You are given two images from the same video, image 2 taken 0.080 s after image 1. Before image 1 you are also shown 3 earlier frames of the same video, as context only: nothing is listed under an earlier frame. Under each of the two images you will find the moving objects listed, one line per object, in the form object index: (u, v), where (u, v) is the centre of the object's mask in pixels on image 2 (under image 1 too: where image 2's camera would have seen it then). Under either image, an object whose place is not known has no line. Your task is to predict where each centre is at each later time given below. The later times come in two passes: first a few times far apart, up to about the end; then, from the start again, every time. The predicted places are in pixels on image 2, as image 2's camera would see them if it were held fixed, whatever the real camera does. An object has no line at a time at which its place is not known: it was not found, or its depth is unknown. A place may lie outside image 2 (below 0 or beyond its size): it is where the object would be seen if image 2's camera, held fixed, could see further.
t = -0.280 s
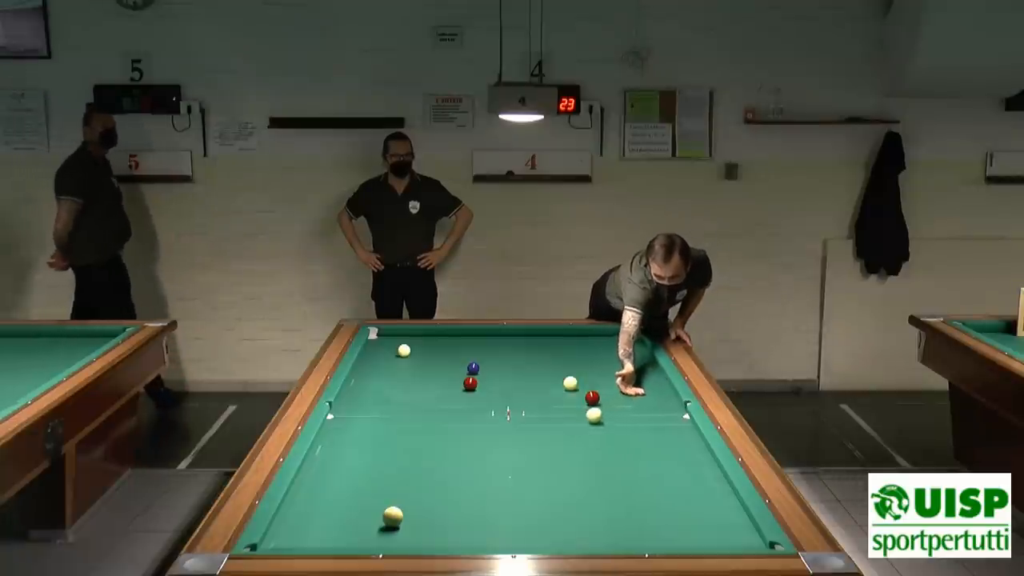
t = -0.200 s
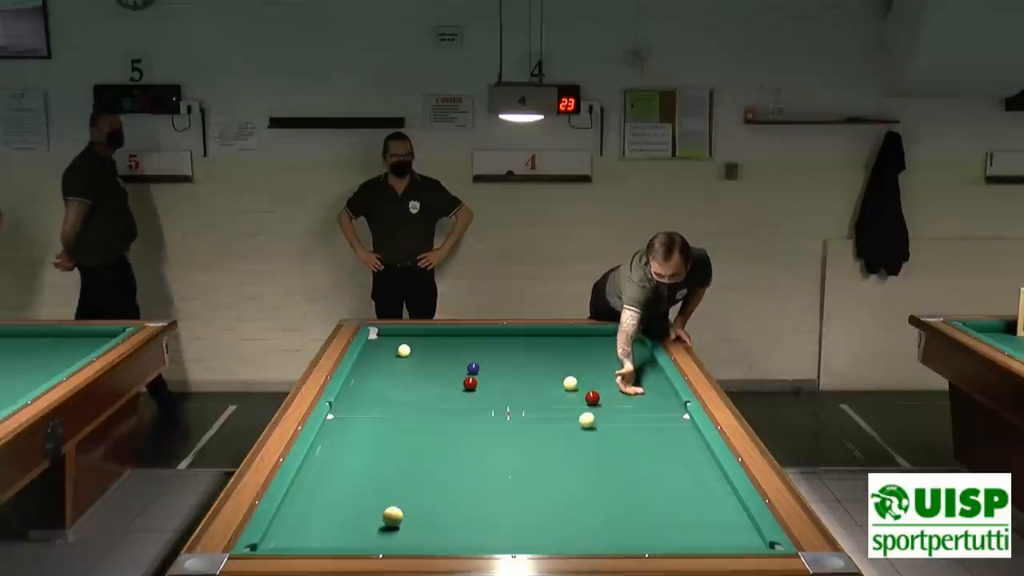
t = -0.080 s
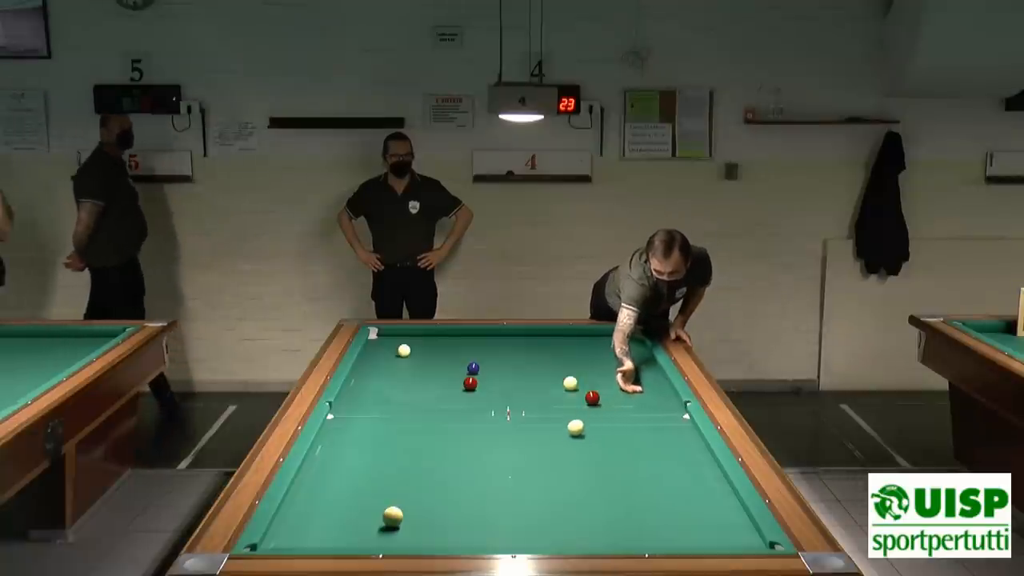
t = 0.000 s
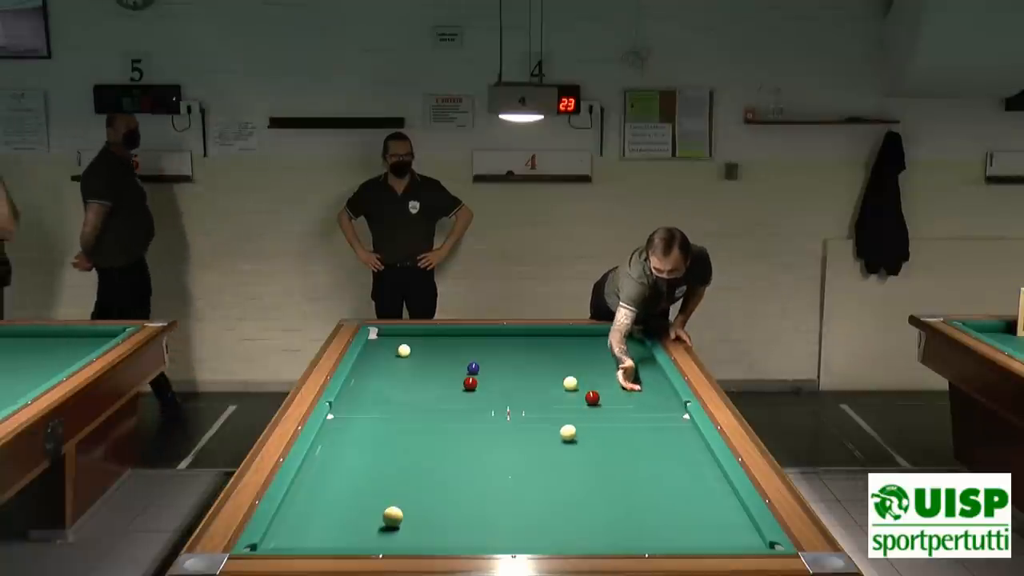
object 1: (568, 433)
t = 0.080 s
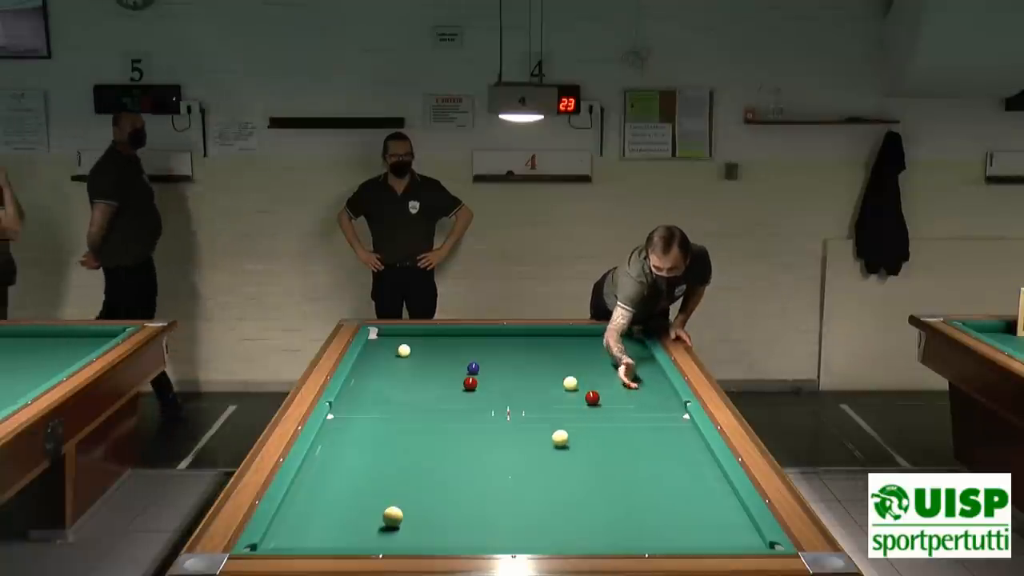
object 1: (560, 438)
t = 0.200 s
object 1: (547, 447)
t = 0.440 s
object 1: (521, 464)
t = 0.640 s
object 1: (498, 480)
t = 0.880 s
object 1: (467, 500)
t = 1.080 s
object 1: (440, 519)
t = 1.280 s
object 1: (409, 537)
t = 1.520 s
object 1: (382, 539)
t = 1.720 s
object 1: (369, 530)
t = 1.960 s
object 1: (354, 516)
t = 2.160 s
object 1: (342, 506)
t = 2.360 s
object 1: (331, 496)
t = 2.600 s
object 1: (319, 485)
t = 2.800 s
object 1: (310, 476)
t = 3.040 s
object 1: (315, 467)
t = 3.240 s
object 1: (325, 461)
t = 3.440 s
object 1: (334, 455)
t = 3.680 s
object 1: (344, 448)
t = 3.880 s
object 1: (352, 442)
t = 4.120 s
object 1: (361, 436)
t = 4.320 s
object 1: (368, 432)
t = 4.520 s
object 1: (375, 427)
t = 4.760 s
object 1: (383, 422)
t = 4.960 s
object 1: (389, 418)
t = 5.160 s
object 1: (394, 414)
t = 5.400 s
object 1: (400, 410)
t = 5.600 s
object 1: (405, 407)
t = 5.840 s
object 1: (411, 403)
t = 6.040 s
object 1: (416, 400)
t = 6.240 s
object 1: (420, 398)
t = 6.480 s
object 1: (424, 395)
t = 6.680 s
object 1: (428, 392)
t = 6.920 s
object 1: (431, 390)
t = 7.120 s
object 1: (434, 388)
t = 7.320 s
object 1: (437, 386)
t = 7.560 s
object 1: (440, 384)
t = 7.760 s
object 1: (442, 382)
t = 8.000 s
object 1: (444, 381)
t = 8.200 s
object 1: (446, 379)
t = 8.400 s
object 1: (448, 378)
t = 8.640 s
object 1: (449, 377)
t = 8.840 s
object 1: (450, 377)
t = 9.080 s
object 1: (451, 376)
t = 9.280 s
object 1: (452, 375)
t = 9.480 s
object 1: (453, 374)
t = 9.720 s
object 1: (454, 374)
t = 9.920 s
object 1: (454, 373)
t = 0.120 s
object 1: (556, 441)
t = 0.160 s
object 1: (552, 443)
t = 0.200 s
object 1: (547, 447)
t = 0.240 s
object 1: (543, 449)
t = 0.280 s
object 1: (539, 452)
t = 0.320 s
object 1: (535, 455)
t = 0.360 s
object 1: (530, 458)
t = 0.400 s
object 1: (526, 461)
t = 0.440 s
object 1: (521, 464)
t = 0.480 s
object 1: (517, 467)
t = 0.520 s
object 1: (512, 471)
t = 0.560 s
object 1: (508, 473)
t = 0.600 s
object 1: (503, 477)
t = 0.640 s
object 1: (498, 480)
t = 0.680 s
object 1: (493, 483)
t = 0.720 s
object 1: (488, 487)
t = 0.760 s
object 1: (483, 490)
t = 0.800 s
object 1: (478, 494)
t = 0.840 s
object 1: (473, 497)
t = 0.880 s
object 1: (467, 500)
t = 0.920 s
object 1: (462, 504)
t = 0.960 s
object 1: (457, 508)
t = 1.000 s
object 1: (451, 511)
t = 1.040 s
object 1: (445, 515)
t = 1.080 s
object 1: (440, 519)
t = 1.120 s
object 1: (433, 523)
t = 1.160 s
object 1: (428, 527)
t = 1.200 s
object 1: (422, 531)
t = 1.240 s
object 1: (416, 534)
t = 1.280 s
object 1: (409, 537)
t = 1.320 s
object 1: (403, 539)
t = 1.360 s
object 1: (397, 542)
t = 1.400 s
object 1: (391, 545)
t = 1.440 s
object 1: (388, 543)
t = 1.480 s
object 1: (385, 541)
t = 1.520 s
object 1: (382, 539)
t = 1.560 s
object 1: (379, 538)
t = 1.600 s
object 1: (376, 536)
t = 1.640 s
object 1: (374, 535)
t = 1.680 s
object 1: (371, 532)
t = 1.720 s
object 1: (369, 530)
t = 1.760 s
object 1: (366, 528)
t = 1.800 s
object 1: (363, 525)
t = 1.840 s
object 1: (361, 523)
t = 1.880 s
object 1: (358, 521)
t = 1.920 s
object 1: (356, 518)
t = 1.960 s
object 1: (354, 516)
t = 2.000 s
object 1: (351, 514)
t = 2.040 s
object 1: (349, 512)
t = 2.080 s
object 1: (346, 510)
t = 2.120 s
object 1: (344, 508)
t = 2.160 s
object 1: (342, 506)
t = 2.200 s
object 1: (340, 504)
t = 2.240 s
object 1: (338, 502)
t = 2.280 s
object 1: (335, 500)
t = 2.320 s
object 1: (333, 498)
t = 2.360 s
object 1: (331, 496)
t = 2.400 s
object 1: (329, 494)
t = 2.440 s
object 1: (327, 492)
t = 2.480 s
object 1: (325, 490)
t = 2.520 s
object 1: (323, 488)
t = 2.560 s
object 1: (321, 486)
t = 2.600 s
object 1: (319, 485)
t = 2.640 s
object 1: (317, 483)
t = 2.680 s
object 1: (315, 481)
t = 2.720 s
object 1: (313, 479)
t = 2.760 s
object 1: (311, 478)
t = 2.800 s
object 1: (310, 476)
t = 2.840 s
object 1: (308, 474)
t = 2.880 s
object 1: (307, 473)
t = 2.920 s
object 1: (310, 472)
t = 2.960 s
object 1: (311, 470)
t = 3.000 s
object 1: (314, 469)
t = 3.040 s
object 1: (315, 467)
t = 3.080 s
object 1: (318, 466)
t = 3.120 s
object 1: (319, 465)
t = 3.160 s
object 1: (321, 463)
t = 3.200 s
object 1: (323, 462)
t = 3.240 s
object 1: (325, 461)
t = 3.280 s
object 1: (327, 460)
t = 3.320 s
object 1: (329, 458)
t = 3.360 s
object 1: (331, 457)
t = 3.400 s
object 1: (333, 456)
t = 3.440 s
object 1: (334, 455)
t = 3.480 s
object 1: (336, 453)
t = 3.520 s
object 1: (338, 452)
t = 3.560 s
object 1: (340, 451)
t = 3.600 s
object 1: (341, 450)
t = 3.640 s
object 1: (343, 449)
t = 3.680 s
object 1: (344, 448)
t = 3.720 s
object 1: (346, 447)
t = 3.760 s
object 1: (348, 446)
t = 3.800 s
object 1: (349, 445)
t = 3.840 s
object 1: (351, 444)
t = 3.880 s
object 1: (352, 442)
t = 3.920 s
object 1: (354, 441)
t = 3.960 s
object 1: (355, 440)
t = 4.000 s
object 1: (357, 439)
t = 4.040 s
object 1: (358, 438)
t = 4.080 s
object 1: (360, 437)
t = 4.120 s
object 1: (361, 436)
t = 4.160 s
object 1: (363, 435)
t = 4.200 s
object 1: (364, 434)
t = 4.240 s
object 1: (366, 433)
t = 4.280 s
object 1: (367, 433)
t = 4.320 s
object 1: (368, 432)
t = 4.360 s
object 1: (370, 431)
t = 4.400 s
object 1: (371, 430)
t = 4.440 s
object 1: (372, 429)
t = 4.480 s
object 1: (374, 428)
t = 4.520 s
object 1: (375, 427)
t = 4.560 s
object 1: (376, 426)
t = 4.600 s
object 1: (378, 425)
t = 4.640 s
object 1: (379, 425)
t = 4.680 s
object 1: (380, 424)
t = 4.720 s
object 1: (381, 423)
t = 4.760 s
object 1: (383, 422)
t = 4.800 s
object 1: (384, 421)
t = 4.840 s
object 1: (385, 420)
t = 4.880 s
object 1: (386, 420)
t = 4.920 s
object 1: (387, 419)
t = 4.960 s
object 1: (389, 418)
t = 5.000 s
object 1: (390, 417)
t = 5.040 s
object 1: (391, 417)
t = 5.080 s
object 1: (392, 416)
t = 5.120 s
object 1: (393, 415)
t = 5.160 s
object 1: (394, 414)
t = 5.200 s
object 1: (395, 413)
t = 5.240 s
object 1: (396, 413)
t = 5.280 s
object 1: (397, 412)
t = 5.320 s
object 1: (398, 411)
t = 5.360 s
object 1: (399, 411)
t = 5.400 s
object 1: (400, 410)
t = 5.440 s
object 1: (402, 409)
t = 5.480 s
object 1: (403, 409)
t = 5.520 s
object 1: (404, 408)
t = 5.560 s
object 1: (404, 407)
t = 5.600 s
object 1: (405, 407)
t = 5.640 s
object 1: (406, 406)
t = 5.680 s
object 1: (407, 405)
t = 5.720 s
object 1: (408, 405)
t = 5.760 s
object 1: (409, 404)
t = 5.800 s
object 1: (410, 404)
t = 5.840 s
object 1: (411, 403)
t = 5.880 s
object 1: (412, 402)
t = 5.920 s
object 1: (413, 402)
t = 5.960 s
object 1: (414, 401)
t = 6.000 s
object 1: (415, 401)
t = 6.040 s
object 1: (416, 400)
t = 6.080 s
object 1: (416, 400)
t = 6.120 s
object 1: (417, 399)
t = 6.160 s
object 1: (418, 399)
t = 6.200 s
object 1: (419, 398)
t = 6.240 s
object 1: (420, 398)
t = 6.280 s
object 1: (420, 397)
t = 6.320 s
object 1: (421, 396)
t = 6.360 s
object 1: (422, 396)
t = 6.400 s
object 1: (423, 396)
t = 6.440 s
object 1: (423, 395)
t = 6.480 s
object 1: (424, 395)
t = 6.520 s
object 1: (425, 394)
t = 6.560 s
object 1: (426, 394)
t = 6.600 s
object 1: (426, 393)
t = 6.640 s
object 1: (427, 392)
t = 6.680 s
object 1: (428, 392)
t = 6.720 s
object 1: (428, 392)
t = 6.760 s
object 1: (429, 391)
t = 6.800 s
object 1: (430, 391)
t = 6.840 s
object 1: (430, 390)
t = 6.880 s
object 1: (431, 390)
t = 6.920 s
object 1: (431, 390)
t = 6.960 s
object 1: (432, 389)
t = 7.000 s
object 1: (432, 389)
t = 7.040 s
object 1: (433, 388)
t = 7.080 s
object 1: (434, 388)
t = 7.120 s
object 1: (434, 388)
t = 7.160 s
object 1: (435, 387)
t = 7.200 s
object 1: (435, 387)
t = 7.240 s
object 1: (436, 387)
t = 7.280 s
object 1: (437, 386)
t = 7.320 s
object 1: (437, 386)
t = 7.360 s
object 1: (437, 386)
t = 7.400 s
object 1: (438, 385)
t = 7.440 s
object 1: (439, 385)
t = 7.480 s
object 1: (439, 384)
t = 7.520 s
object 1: (439, 384)
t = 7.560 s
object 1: (440, 384)
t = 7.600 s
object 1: (440, 383)
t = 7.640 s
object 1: (441, 383)
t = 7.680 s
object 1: (441, 383)
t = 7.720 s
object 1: (442, 383)
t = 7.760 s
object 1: (442, 382)
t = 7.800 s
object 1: (442, 382)
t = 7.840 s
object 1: (443, 382)
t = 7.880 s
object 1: (443, 381)
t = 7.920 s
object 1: (444, 381)
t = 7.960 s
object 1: (444, 381)
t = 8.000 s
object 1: (444, 381)
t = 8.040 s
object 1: (445, 381)
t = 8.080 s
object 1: (445, 380)
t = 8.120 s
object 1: (445, 380)
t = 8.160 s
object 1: (446, 380)
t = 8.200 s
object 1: (446, 379)
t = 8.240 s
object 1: (446, 379)
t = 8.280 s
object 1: (447, 379)
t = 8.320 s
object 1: (447, 379)
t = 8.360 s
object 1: (447, 379)
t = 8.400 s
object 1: (448, 378)
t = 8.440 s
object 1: (448, 378)
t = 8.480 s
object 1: (448, 378)
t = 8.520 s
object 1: (448, 378)
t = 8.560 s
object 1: (449, 378)
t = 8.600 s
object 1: (449, 377)
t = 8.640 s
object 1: (449, 377)
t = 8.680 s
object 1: (449, 377)
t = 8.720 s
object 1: (450, 377)
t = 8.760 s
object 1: (450, 377)
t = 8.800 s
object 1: (450, 377)
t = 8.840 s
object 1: (450, 377)
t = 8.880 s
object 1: (450, 376)
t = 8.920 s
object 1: (451, 376)
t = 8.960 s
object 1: (451, 376)
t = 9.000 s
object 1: (451, 376)
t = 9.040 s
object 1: (451, 376)
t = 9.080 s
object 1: (451, 376)
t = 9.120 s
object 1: (452, 375)
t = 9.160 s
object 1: (452, 375)
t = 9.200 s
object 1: (452, 375)
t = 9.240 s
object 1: (452, 375)
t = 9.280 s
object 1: (452, 375)
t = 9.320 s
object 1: (453, 375)
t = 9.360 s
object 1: (453, 375)
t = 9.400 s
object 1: (453, 375)
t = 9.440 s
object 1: (453, 375)
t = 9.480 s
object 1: (453, 374)
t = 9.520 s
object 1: (453, 374)
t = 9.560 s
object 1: (453, 374)
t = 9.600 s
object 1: (454, 374)
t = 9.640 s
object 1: (454, 374)
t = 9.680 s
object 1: (454, 374)
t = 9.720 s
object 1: (454, 374)
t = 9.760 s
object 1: (454, 373)
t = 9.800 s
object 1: (454, 373)
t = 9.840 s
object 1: (454, 373)
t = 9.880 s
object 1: (454, 373)
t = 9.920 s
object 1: (454, 373)
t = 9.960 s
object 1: (454, 373)
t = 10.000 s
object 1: (455, 373)
